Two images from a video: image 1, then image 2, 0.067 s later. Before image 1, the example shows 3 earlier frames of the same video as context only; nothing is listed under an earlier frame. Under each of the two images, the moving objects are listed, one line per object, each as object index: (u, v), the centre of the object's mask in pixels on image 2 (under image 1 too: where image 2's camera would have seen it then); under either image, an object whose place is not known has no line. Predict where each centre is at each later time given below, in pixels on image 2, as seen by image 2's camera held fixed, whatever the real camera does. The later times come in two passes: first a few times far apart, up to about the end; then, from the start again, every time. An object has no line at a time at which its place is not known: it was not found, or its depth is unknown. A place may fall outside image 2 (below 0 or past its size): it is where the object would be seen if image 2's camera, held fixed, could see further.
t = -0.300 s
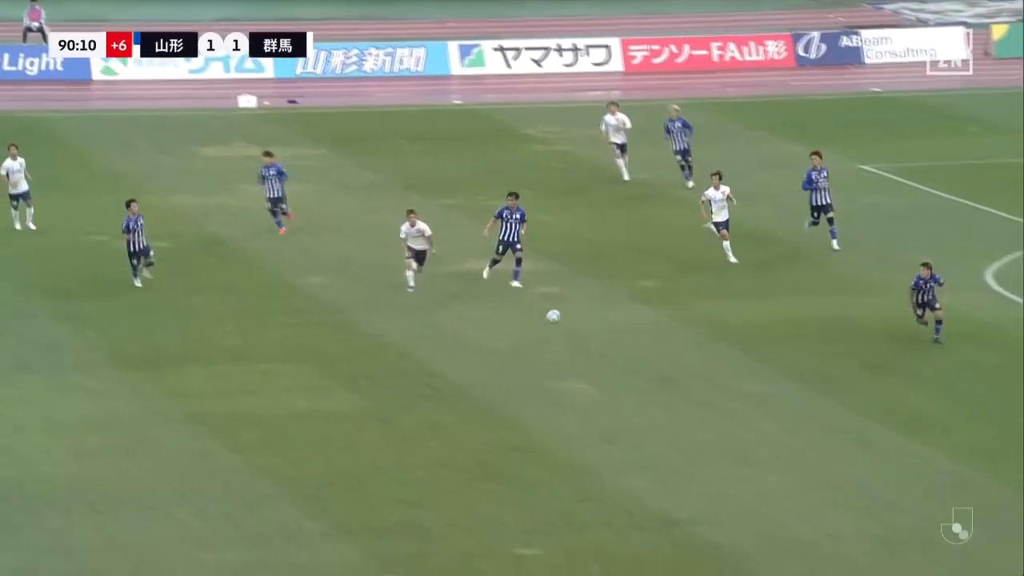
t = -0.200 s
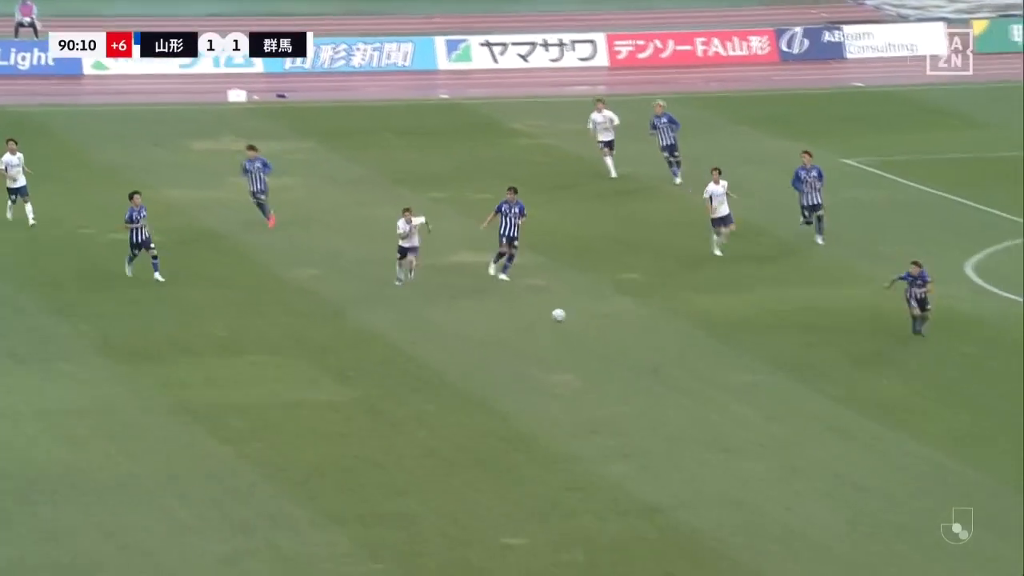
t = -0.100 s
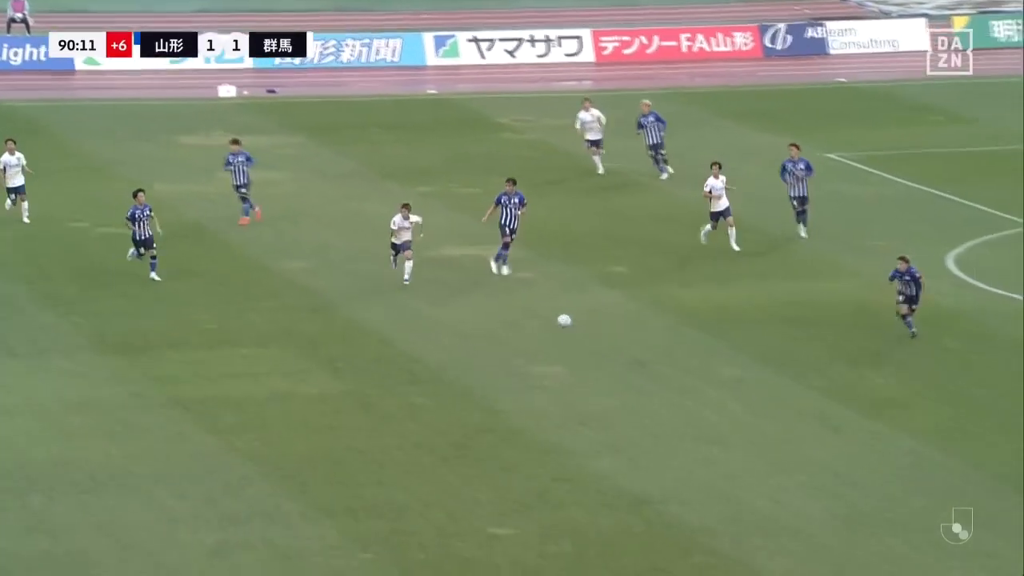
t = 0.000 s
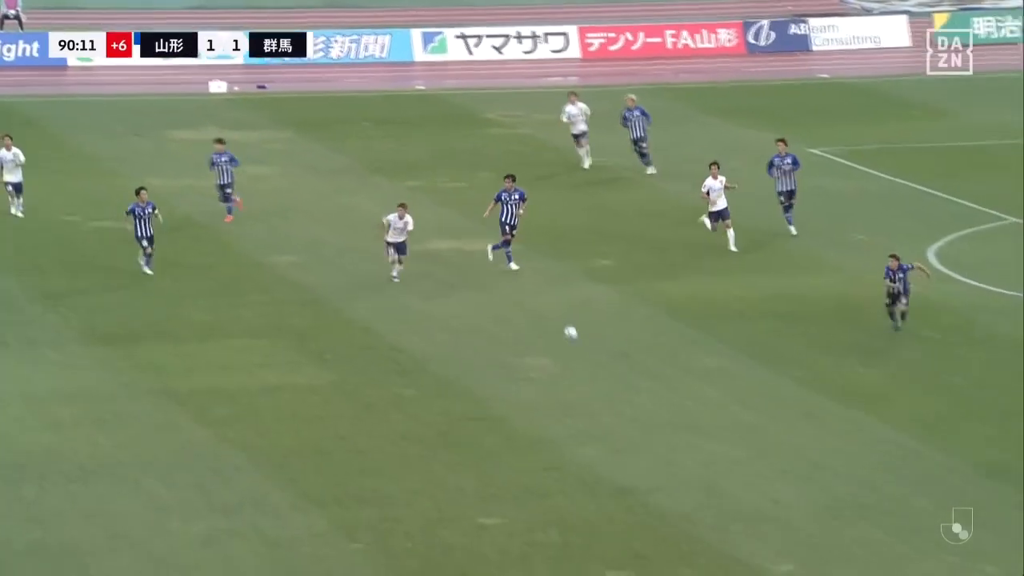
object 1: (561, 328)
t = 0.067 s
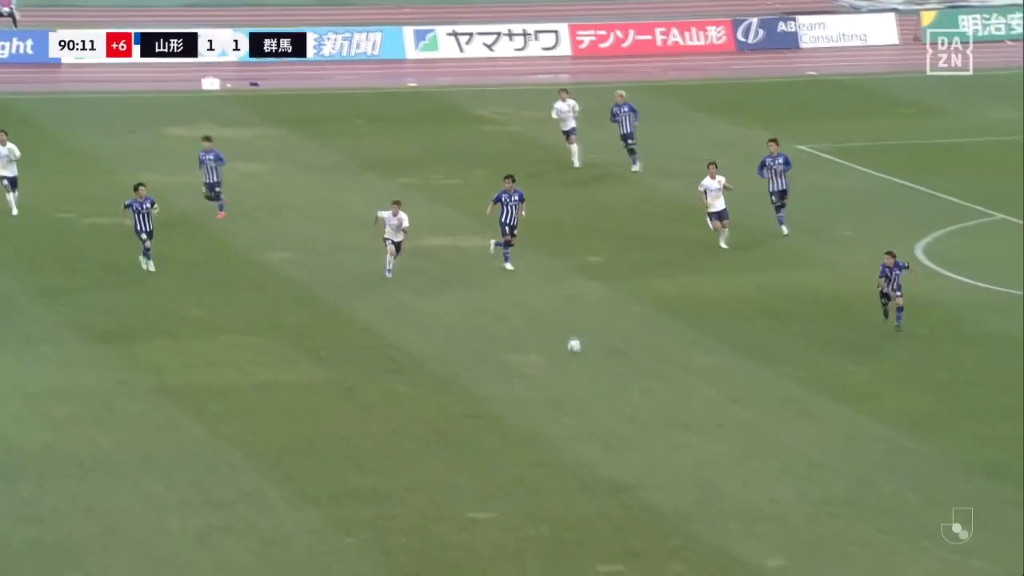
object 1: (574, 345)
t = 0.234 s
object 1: (606, 395)
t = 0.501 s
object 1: (639, 379)
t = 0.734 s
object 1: (669, 401)
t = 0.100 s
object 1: (580, 353)
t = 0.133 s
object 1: (587, 363)
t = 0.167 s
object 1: (594, 375)
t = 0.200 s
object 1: (600, 385)
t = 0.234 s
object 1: (606, 395)
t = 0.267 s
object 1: (611, 392)
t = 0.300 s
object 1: (615, 388)
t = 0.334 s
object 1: (619, 384)
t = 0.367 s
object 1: (623, 382)
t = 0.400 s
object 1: (627, 380)
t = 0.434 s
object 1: (631, 380)
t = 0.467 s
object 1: (635, 379)
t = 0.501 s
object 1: (639, 379)
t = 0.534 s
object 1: (643, 380)
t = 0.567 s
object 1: (648, 382)
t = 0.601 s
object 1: (652, 385)
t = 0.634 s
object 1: (656, 388)
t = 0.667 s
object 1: (661, 392)
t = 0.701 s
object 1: (665, 396)
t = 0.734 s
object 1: (669, 401)
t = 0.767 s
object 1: (675, 408)
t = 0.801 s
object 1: (679, 415)
